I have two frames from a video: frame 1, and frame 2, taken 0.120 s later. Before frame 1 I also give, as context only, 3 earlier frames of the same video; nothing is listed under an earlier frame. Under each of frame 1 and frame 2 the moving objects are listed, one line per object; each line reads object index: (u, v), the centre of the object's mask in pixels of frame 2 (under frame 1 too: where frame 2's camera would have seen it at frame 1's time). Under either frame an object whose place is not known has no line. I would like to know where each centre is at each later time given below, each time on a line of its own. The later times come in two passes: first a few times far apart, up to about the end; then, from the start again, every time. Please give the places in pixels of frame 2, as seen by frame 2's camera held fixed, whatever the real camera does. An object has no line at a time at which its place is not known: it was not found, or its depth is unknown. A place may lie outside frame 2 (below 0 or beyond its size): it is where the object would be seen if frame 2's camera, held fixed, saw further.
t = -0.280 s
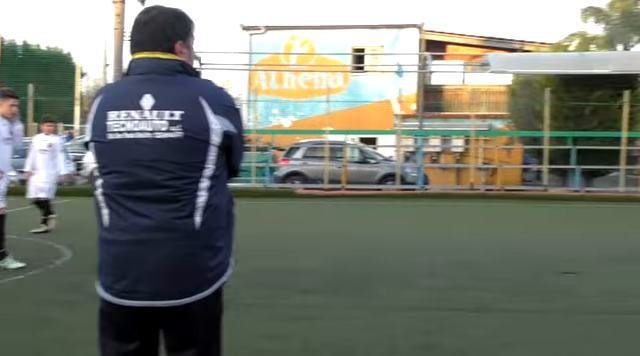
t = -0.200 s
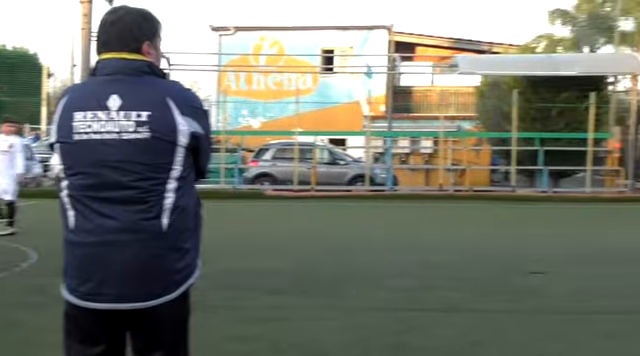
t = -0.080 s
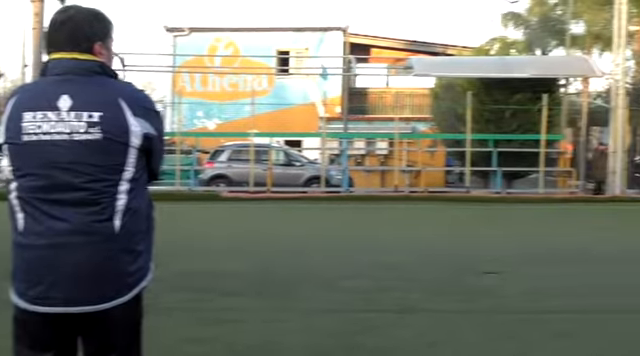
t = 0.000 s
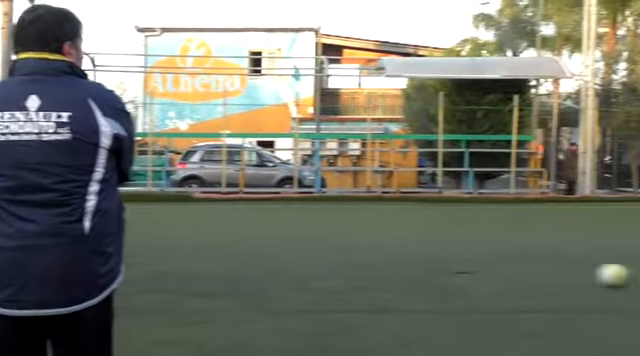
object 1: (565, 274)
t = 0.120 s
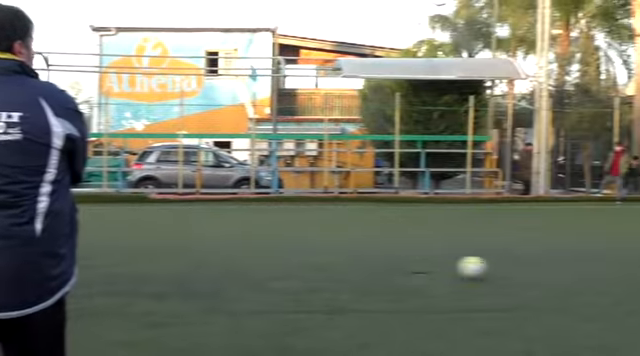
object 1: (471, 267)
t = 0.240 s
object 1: (386, 266)
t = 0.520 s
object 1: (227, 257)
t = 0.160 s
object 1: (442, 266)
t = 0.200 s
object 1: (414, 266)
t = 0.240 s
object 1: (386, 266)
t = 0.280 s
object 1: (360, 264)
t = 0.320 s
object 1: (335, 263)
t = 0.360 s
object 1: (313, 262)
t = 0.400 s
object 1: (291, 259)
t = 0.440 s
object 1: (270, 258)
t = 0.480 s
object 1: (247, 258)
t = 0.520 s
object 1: (227, 257)
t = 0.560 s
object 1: (210, 255)
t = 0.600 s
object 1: (193, 253)
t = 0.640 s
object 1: (175, 253)
